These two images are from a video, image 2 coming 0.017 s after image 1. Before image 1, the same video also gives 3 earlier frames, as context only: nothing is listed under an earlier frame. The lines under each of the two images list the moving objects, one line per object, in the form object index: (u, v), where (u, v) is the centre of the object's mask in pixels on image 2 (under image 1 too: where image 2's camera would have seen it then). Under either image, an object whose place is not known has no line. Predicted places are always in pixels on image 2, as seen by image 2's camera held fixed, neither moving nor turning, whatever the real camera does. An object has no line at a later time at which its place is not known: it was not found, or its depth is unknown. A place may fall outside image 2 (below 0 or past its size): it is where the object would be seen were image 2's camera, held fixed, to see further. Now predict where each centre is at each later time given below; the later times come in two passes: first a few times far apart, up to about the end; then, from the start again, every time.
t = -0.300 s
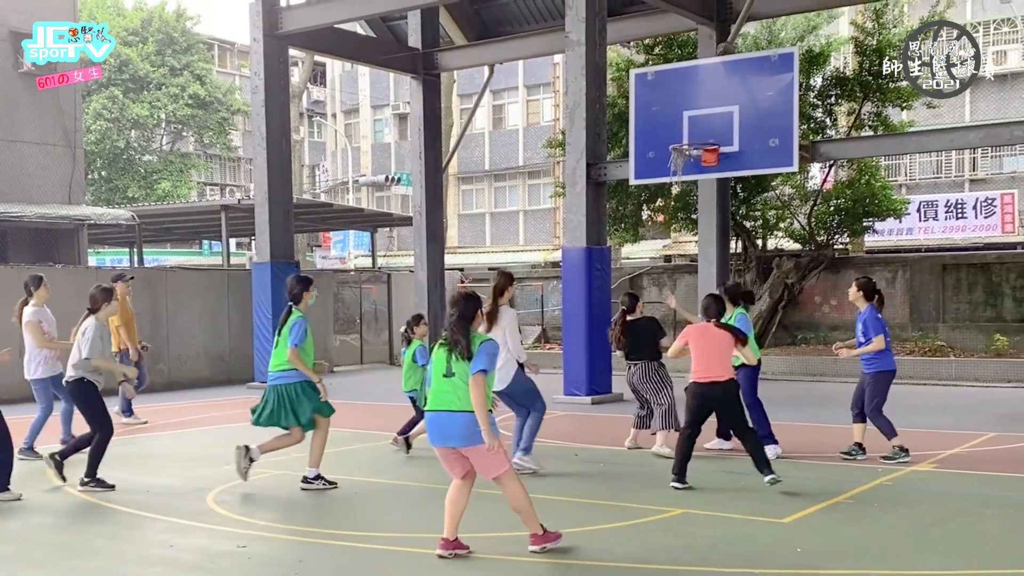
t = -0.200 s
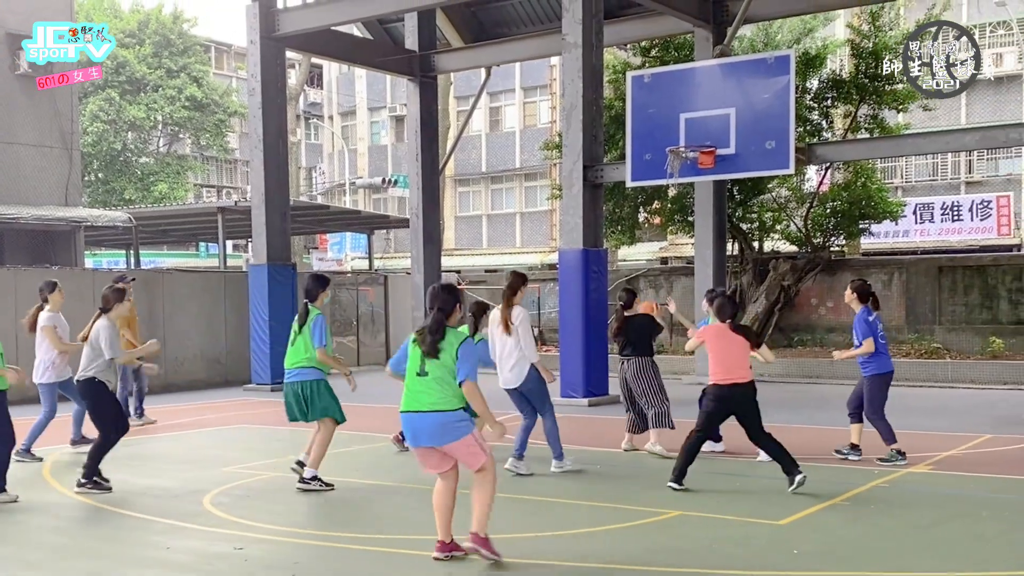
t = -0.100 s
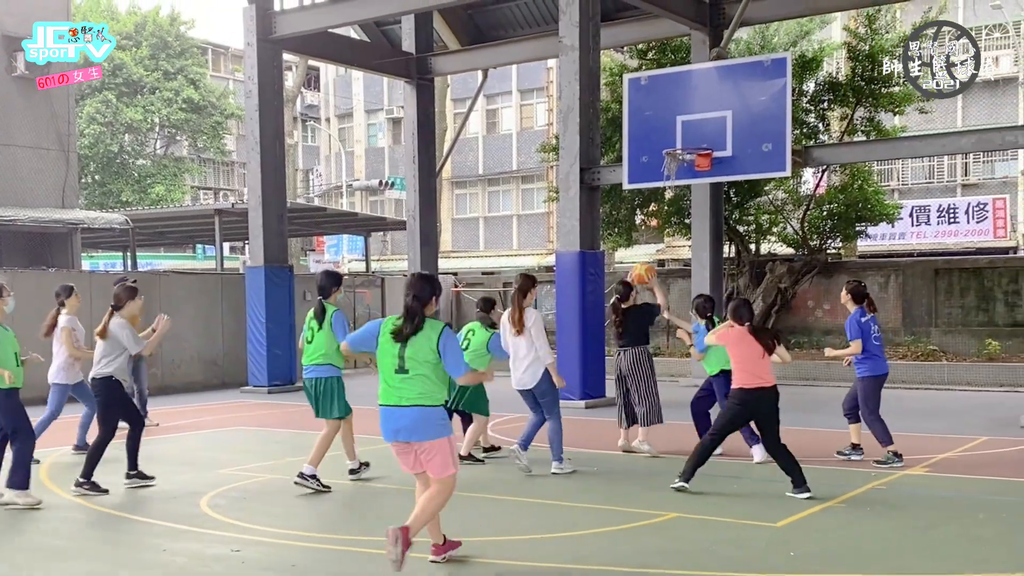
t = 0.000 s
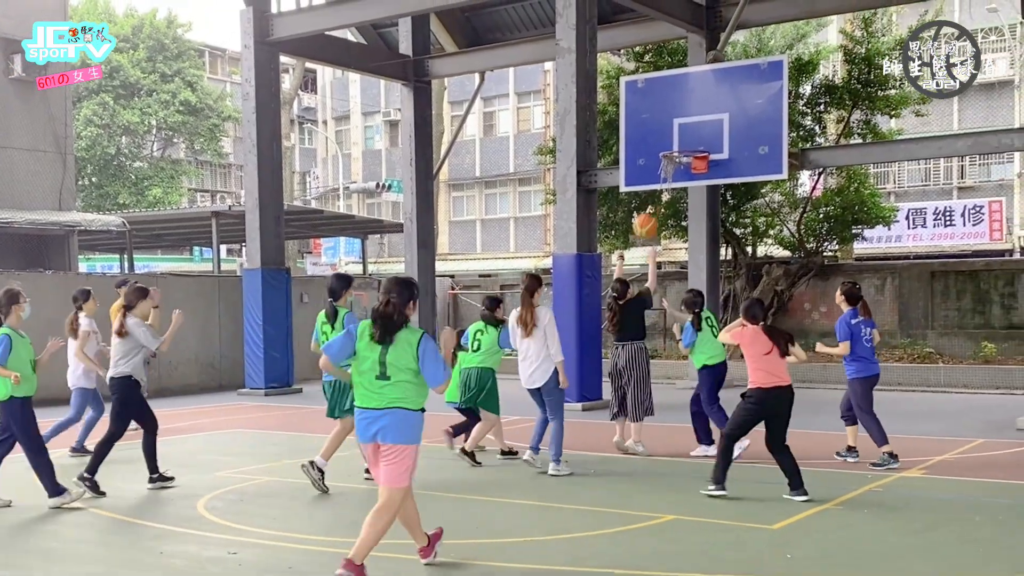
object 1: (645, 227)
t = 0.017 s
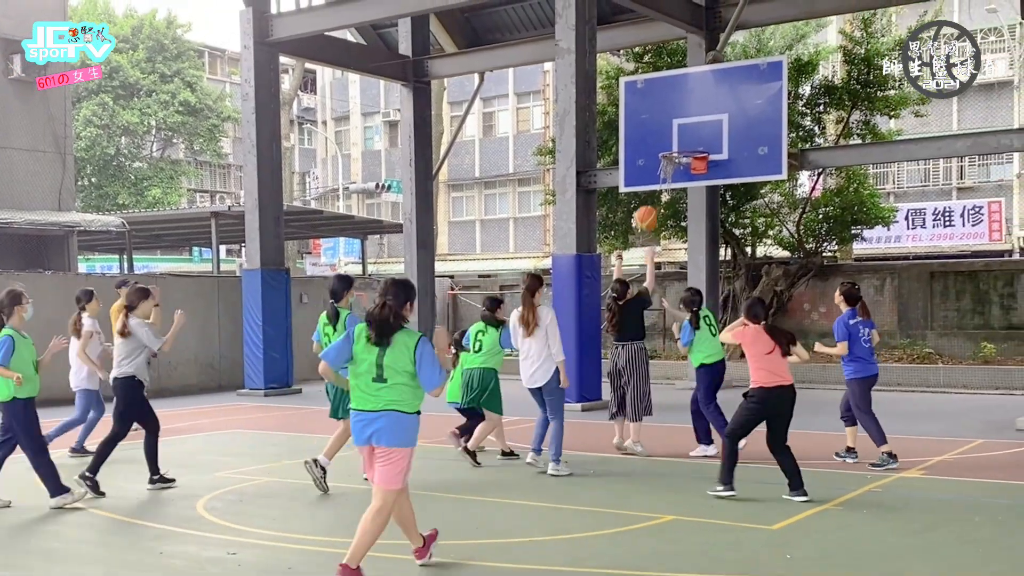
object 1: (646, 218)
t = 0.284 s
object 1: (661, 138)
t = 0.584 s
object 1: (677, 137)
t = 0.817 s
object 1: (687, 162)
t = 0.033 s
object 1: (646, 211)
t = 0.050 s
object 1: (647, 204)
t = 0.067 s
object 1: (648, 198)
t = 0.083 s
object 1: (649, 191)
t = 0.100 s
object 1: (651, 185)
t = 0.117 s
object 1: (652, 179)
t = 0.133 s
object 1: (653, 174)
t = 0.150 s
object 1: (653, 168)
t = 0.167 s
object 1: (655, 164)
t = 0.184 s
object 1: (655, 159)
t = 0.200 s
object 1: (656, 155)
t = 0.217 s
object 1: (657, 151)
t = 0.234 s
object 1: (658, 147)
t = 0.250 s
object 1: (659, 144)
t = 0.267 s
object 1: (660, 141)
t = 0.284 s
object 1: (661, 138)
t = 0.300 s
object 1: (662, 136)
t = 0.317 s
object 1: (663, 133)
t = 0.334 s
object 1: (664, 132)
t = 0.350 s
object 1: (665, 130)
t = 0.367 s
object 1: (666, 129)
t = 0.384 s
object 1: (667, 128)
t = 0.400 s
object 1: (668, 127)
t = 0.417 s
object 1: (669, 127)
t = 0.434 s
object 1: (670, 127)
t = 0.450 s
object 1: (670, 127)
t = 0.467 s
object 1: (671, 127)
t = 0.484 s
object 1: (672, 128)
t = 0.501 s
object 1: (673, 129)
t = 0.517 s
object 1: (674, 130)
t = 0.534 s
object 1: (675, 131)
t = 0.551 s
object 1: (675, 133)
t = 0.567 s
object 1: (676, 136)
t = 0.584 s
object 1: (677, 137)
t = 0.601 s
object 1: (678, 140)
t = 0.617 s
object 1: (679, 142)
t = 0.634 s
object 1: (680, 142)
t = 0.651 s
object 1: (680, 142)
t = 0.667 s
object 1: (681, 143)
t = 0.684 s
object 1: (682, 144)
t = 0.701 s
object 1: (683, 145)
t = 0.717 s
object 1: (684, 146)
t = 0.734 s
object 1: (685, 149)
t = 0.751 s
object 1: (686, 152)
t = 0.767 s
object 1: (686, 153)
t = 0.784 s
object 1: (686, 155)
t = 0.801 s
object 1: (686, 158)
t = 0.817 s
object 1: (687, 162)
